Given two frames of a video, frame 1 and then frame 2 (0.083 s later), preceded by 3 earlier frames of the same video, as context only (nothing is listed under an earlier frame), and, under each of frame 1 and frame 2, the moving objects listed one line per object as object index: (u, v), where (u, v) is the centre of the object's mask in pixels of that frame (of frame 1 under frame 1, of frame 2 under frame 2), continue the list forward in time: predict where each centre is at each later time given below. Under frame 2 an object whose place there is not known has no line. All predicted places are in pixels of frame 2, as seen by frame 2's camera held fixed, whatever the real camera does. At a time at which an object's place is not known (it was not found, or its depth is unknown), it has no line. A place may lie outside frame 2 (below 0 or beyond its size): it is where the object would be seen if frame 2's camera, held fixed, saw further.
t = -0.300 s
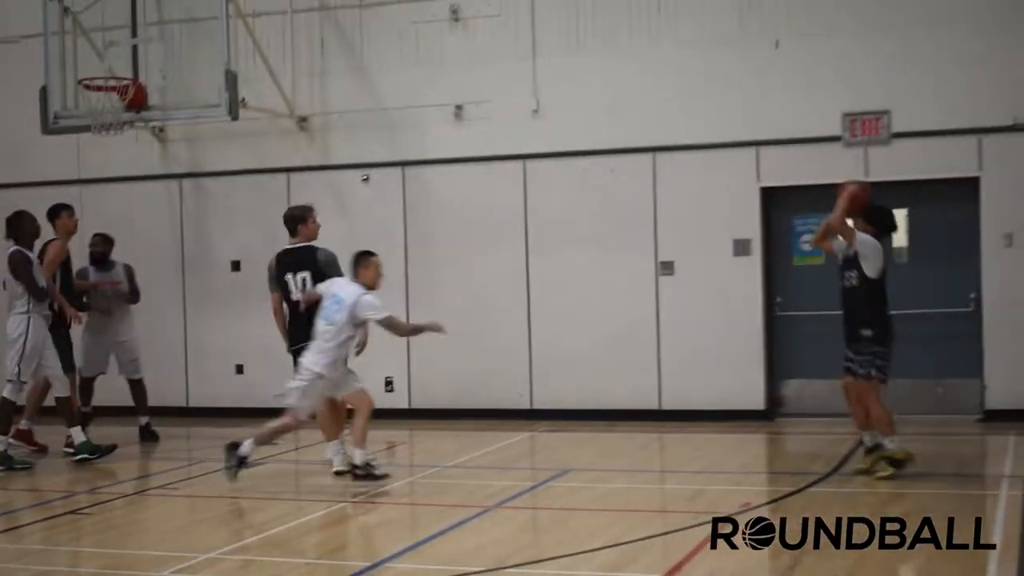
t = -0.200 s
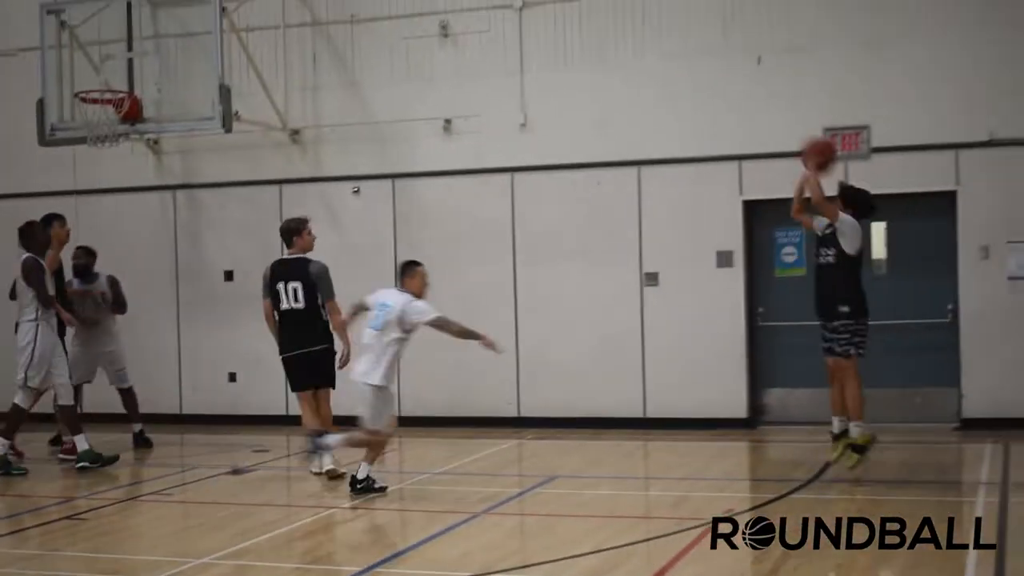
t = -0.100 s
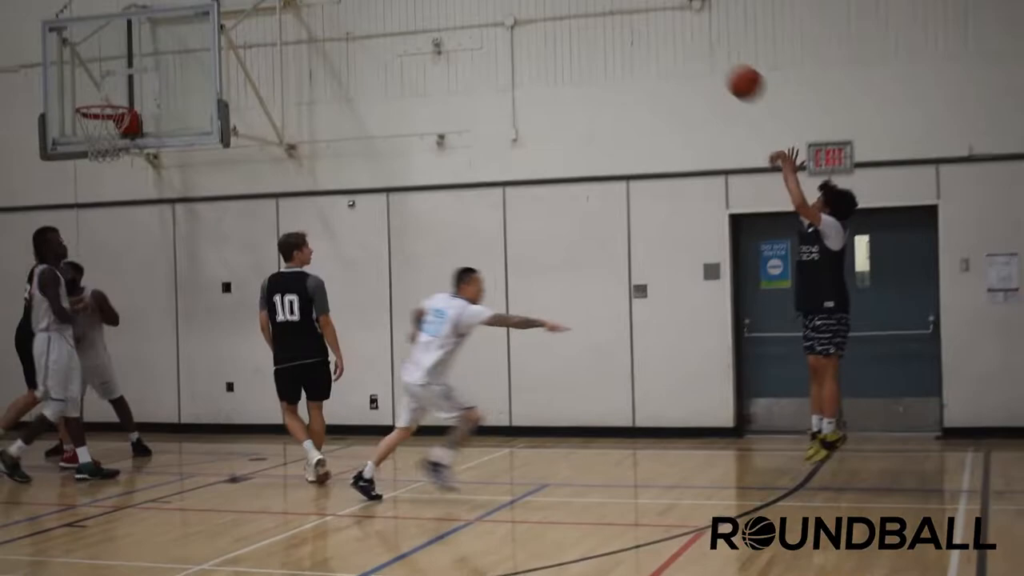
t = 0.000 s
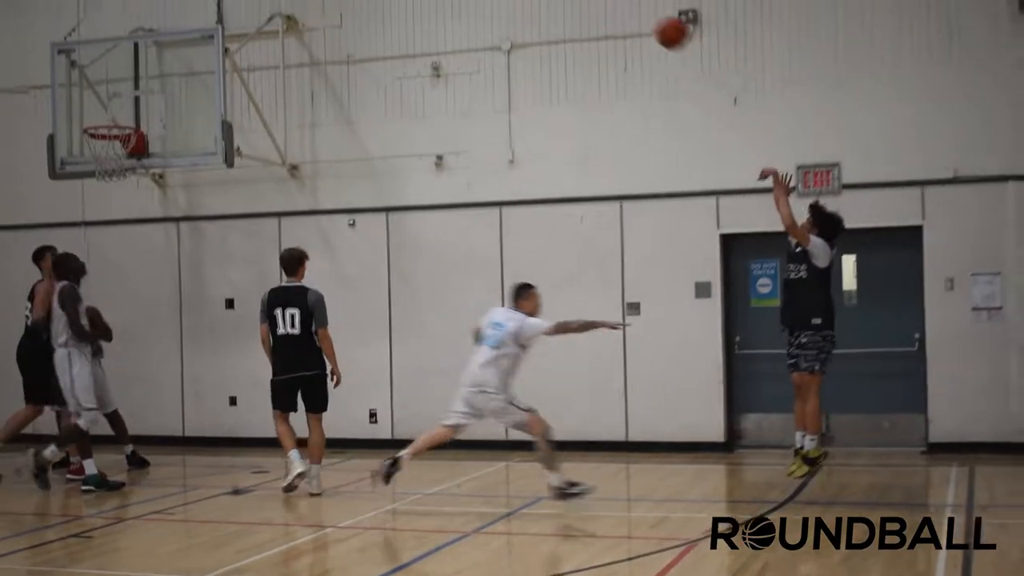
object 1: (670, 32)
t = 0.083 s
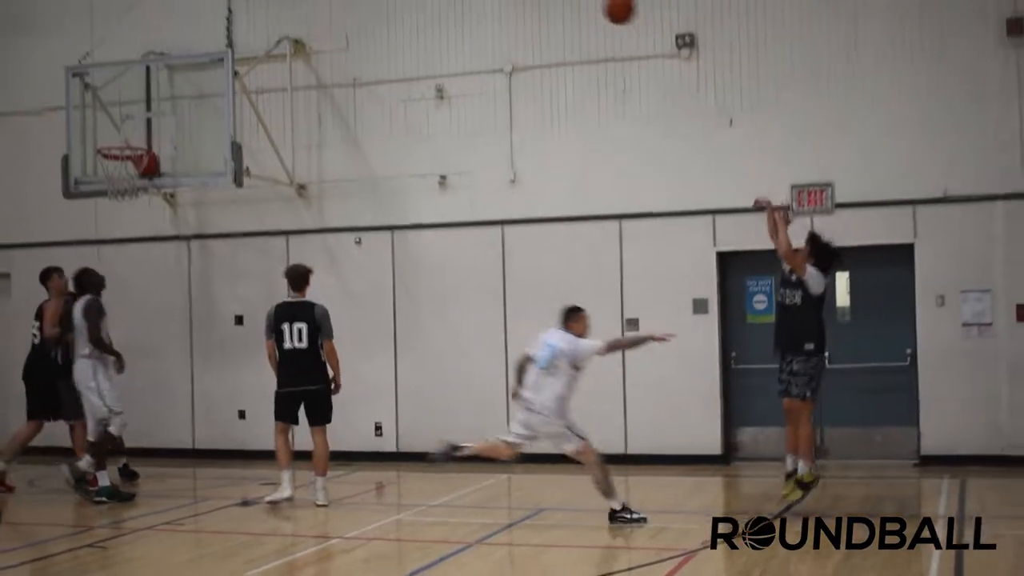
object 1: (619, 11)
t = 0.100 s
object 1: (609, 4)
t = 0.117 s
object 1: (600, -4)
